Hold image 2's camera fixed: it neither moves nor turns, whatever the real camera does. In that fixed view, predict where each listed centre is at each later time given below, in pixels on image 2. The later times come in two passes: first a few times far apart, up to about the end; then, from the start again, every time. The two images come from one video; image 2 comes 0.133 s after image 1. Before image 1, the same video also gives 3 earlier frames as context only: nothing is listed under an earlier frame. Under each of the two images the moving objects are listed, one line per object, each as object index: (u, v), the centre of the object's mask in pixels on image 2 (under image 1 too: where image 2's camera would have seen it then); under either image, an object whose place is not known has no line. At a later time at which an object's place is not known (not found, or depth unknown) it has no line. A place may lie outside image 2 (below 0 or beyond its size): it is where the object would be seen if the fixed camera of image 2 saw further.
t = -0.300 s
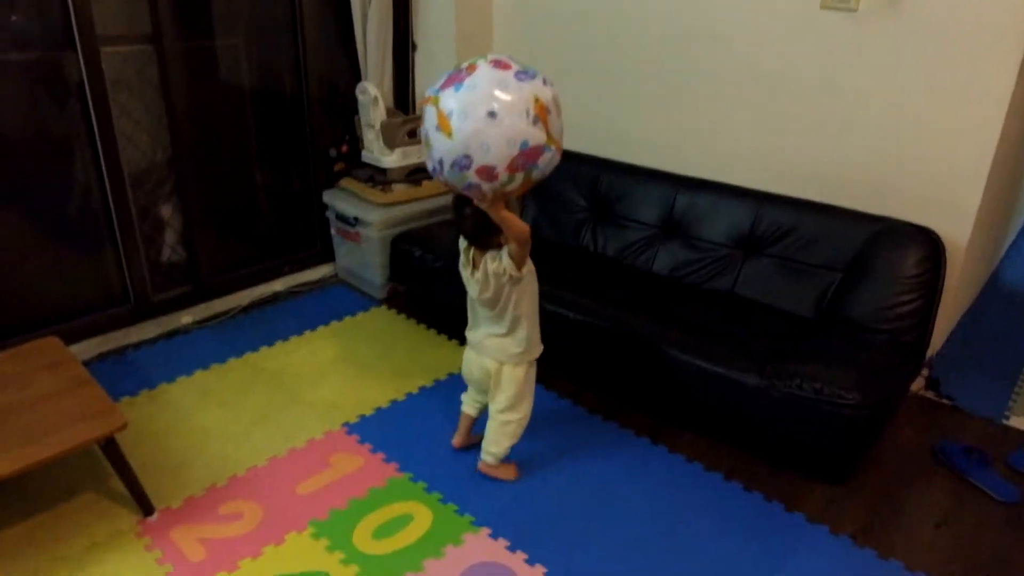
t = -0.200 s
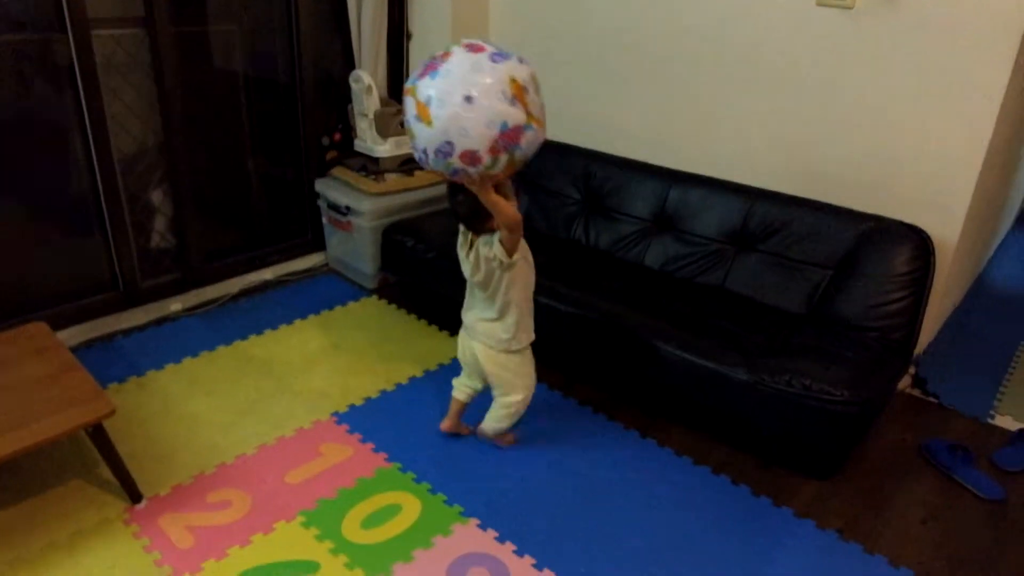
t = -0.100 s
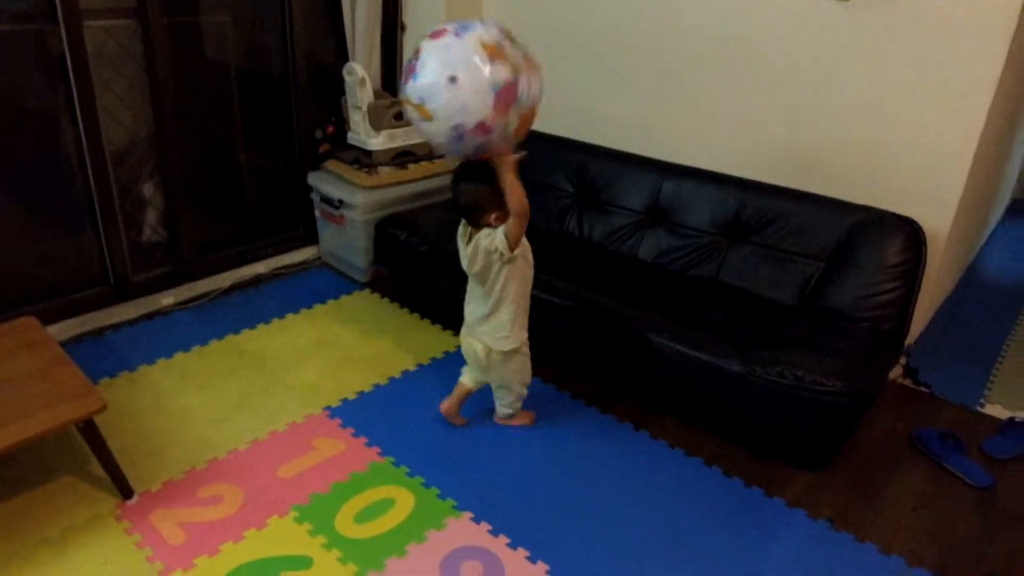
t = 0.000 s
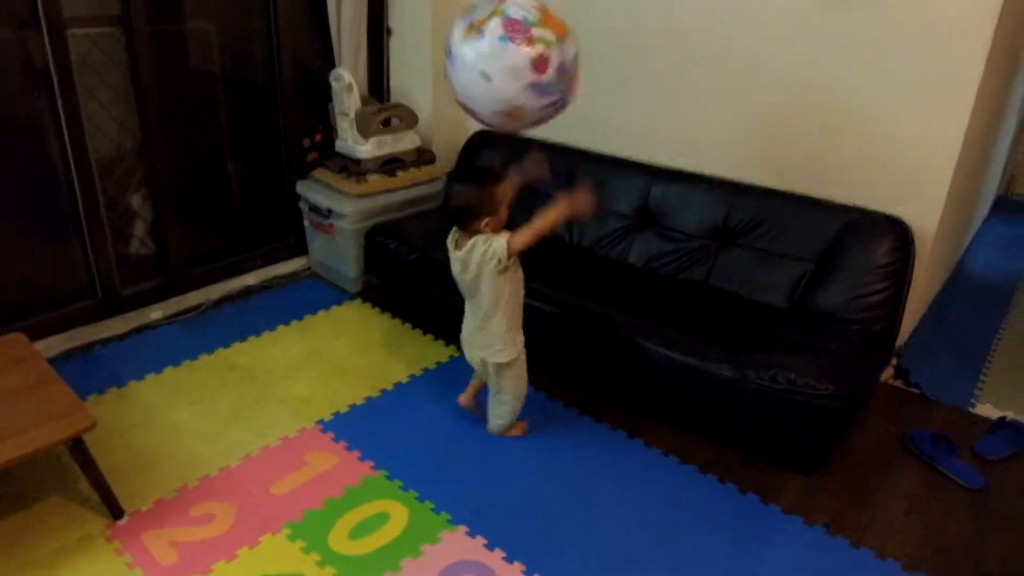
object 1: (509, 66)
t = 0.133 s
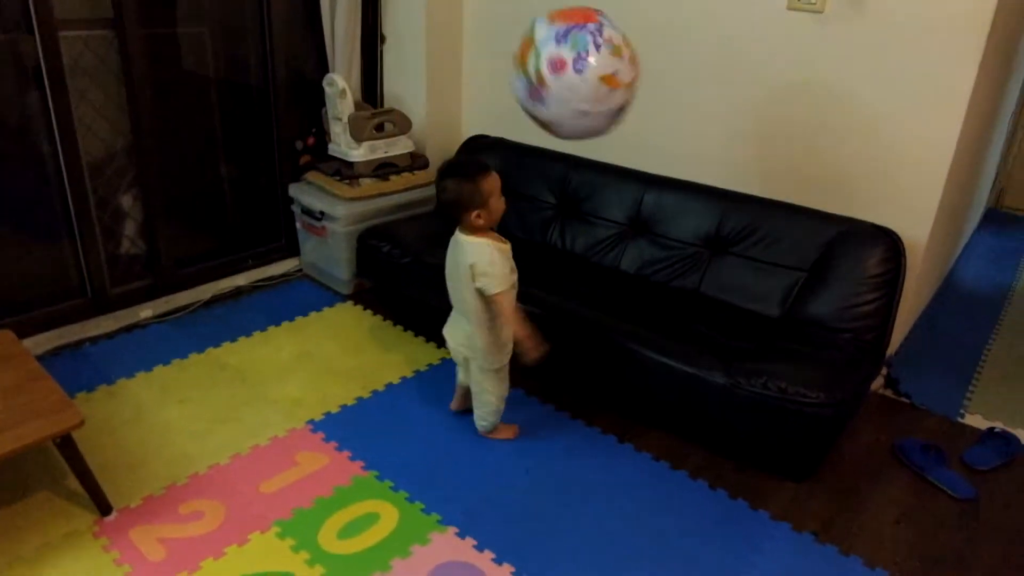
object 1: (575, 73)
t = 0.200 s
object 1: (604, 92)
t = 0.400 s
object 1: (674, 196)
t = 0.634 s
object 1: (667, 269)
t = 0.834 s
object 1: (619, 328)
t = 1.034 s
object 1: (559, 441)
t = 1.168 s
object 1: (515, 453)
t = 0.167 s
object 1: (590, 81)
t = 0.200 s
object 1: (604, 92)
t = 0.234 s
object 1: (618, 104)
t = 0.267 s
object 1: (631, 120)
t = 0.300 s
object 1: (643, 135)
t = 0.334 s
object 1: (653, 151)
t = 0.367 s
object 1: (664, 173)
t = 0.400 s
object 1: (674, 196)
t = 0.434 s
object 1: (682, 220)
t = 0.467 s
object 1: (689, 240)
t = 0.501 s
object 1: (690, 260)
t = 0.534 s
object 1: (682, 270)
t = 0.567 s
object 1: (677, 270)
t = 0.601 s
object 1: (673, 269)
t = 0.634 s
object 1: (667, 269)
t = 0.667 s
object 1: (660, 272)
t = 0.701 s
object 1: (652, 277)
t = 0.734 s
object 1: (644, 287)
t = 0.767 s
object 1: (636, 298)
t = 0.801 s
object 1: (628, 312)
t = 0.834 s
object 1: (619, 328)
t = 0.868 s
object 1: (610, 348)
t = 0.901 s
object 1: (600, 371)
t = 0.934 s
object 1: (589, 397)
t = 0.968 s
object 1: (579, 423)
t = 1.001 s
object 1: (568, 444)
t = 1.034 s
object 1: (559, 441)
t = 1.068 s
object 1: (550, 440)
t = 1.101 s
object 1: (539, 441)
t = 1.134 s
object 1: (528, 447)
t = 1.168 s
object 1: (515, 453)
